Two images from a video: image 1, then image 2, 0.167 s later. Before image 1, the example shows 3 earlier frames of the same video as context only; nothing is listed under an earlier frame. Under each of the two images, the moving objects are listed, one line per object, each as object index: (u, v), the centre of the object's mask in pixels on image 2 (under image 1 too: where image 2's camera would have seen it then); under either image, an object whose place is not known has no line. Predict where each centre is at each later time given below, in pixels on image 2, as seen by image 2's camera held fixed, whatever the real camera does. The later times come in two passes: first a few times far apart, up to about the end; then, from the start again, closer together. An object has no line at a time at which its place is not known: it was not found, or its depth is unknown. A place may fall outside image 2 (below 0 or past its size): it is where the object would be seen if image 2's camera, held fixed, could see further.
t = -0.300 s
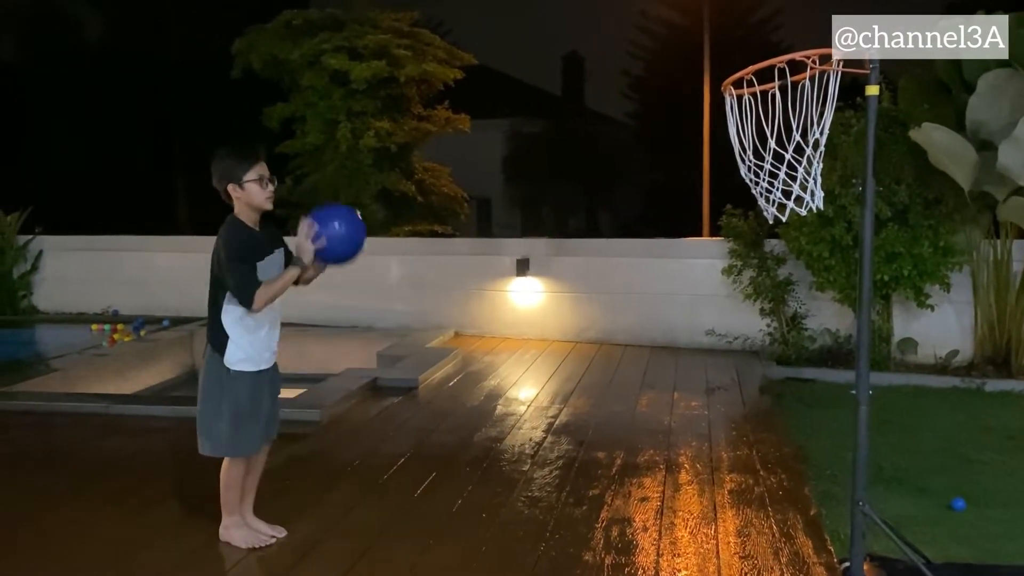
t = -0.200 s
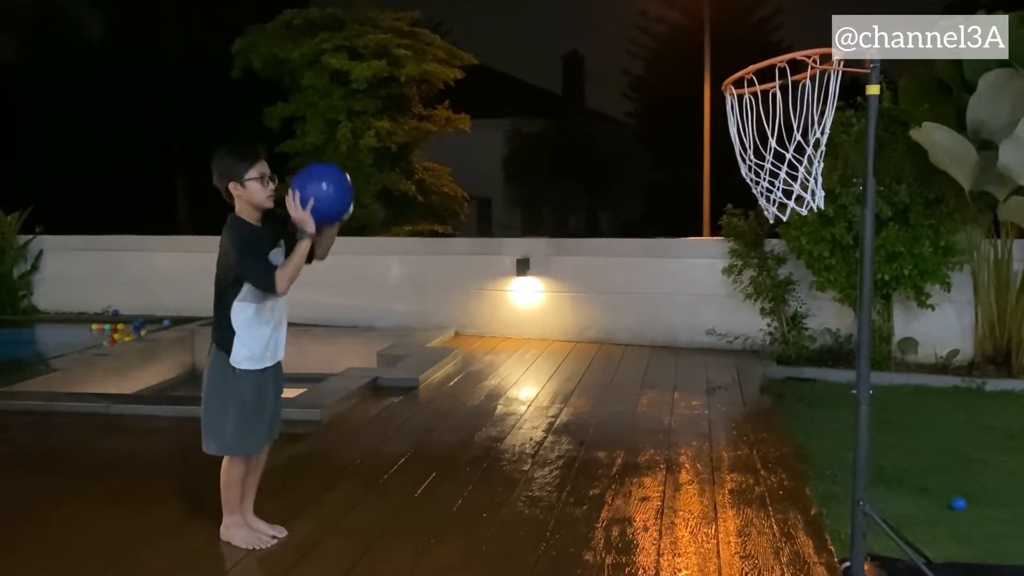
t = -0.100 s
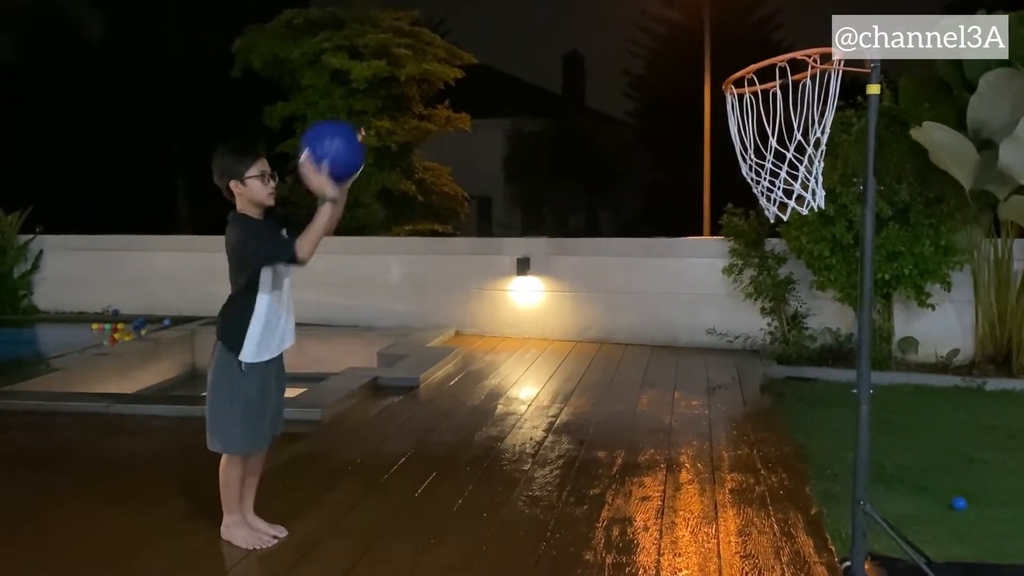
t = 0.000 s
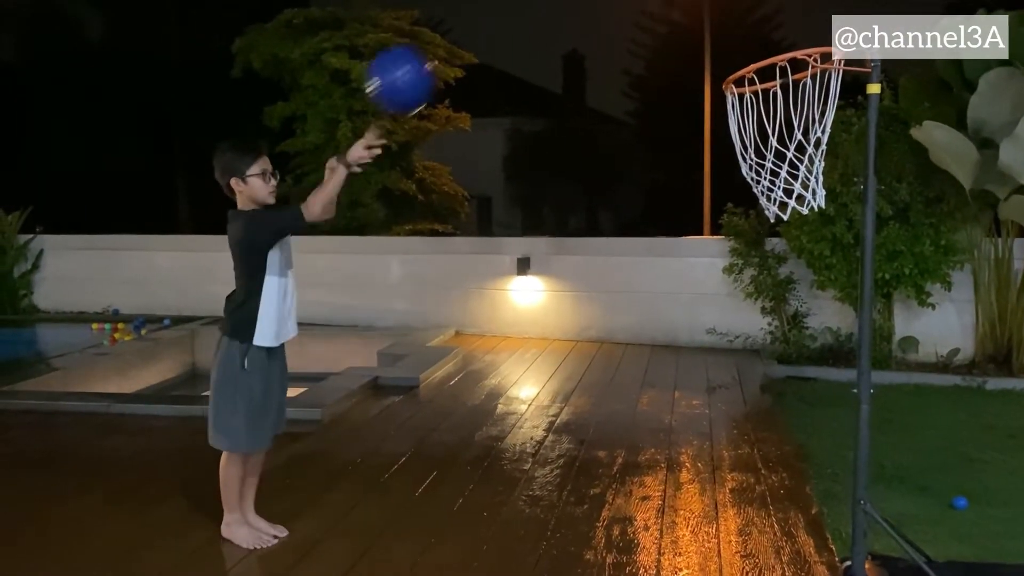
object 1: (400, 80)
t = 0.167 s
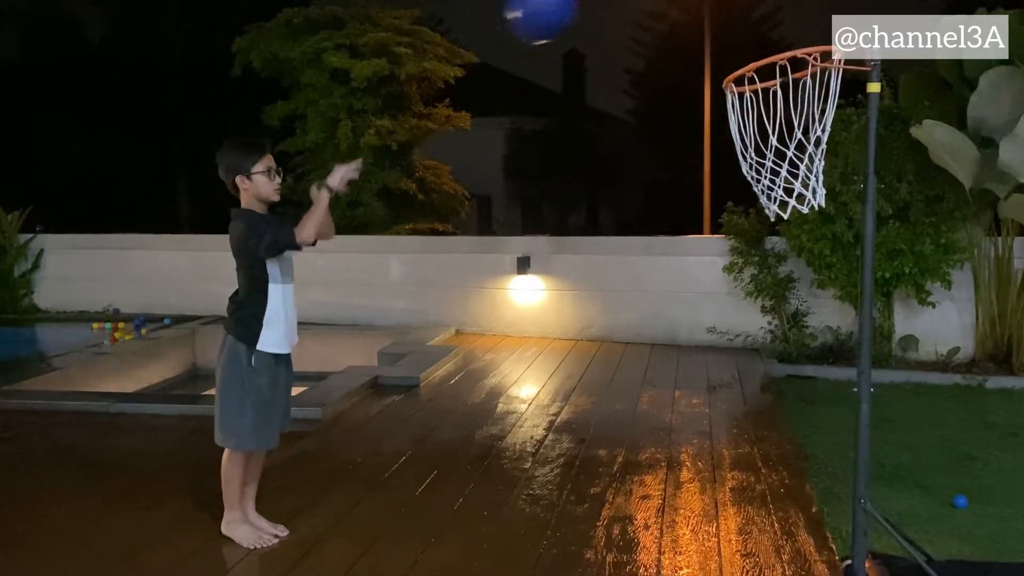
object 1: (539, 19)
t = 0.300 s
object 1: (660, 19)
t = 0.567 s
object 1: (828, 159)
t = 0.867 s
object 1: (796, 528)
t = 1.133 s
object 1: (693, 364)
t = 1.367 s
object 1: (598, 330)
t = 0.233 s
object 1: (599, 15)
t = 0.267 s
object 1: (628, 16)
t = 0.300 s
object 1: (660, 19)
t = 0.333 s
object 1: (692, 23)
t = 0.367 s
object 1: (722, 29)
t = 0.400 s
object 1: (751, 35)
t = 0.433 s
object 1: (781, 54)
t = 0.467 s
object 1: (809, 86)
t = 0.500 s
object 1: (812, 104)
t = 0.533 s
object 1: (819, 129)
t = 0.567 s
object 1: (828, 159)
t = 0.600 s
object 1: (822, 187)
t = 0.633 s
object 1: (820, 221)
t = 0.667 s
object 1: (816, 251)
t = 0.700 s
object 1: (811, 288)
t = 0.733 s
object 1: (807, 329)
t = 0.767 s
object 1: (803, 374)
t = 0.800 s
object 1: (799, 423)
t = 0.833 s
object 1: (797, 475)
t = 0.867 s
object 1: (796, 528)
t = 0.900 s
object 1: (789, 555)
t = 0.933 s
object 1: (775, 519)
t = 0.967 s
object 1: (762, 485)
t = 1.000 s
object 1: (748, 455)
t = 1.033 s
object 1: (735, 429)
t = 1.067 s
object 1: (721, 403)
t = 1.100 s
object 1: (707, 381)
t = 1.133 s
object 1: (693, 364)
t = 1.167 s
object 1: (680, 349)
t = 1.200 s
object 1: (666, 338)
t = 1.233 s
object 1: (652, 329)
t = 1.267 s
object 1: (639, 324)
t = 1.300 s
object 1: (625, 323)
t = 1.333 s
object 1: (612, 325)
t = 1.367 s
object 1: (598, 330)
